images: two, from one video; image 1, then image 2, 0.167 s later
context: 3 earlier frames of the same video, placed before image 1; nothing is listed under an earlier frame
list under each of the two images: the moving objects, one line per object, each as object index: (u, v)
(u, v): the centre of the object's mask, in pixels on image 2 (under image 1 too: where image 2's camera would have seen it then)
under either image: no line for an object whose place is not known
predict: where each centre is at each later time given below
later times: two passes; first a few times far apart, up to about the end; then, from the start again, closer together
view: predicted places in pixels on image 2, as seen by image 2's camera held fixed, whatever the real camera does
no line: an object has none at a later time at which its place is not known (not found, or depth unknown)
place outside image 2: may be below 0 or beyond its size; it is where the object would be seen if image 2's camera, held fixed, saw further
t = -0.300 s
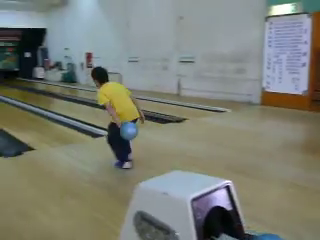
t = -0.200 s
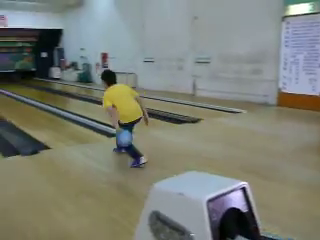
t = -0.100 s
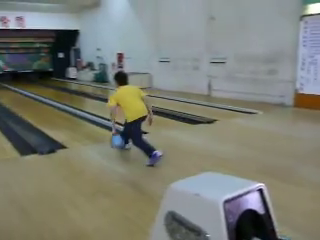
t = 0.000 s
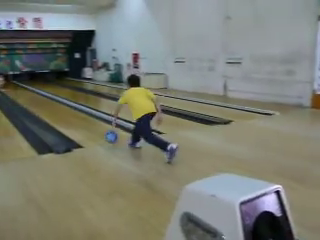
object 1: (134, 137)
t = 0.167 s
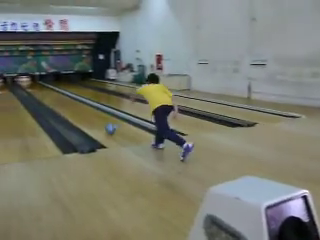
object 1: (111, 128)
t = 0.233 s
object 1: (102, 123)
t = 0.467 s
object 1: (82, 113)
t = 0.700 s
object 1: (68, 104)
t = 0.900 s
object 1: (58, 99)
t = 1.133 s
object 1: (51, 95)
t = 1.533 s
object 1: (40, 90)
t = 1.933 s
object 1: (33, 86)
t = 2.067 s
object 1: (31, 85)
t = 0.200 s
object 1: (106, 125)
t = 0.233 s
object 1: (102, 123)
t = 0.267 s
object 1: (99, 122)
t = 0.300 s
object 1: (96, 120)
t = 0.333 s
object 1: (93, 118)
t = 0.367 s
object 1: (91, 116)
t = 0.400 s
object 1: (88, 115)
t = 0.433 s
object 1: (85, 113)
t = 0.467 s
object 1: (82, 113)
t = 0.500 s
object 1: (79, 110)
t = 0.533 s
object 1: (78, 109)
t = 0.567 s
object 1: (76, 108)
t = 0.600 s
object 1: (74, 107)
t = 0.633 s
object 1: (72, 106)
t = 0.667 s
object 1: (70, 105)
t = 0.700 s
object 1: (68, 104)
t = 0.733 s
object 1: (67, 104)
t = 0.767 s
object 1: (66, 103)
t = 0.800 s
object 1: (63, 102)
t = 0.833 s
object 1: (63, 102)
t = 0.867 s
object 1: (60, 100)
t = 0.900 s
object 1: (58, 99)
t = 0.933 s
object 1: (58, 99)
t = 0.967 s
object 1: (56, 98)
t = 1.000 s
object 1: (55, 98)
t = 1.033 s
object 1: (54, 97)
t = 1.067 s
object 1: (53, 96)
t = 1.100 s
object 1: (52, 96)
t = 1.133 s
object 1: (51, 95)
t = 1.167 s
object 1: (50, 95)
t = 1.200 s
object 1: (49, 95)
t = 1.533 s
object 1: (40, 90)
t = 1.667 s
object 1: (39, 89)
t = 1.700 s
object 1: (38, 89)
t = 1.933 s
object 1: (33, 86)
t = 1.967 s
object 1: (32, 86)
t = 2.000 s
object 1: (31, 86)
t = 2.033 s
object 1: (31, 86)
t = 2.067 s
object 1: (31, 85)
